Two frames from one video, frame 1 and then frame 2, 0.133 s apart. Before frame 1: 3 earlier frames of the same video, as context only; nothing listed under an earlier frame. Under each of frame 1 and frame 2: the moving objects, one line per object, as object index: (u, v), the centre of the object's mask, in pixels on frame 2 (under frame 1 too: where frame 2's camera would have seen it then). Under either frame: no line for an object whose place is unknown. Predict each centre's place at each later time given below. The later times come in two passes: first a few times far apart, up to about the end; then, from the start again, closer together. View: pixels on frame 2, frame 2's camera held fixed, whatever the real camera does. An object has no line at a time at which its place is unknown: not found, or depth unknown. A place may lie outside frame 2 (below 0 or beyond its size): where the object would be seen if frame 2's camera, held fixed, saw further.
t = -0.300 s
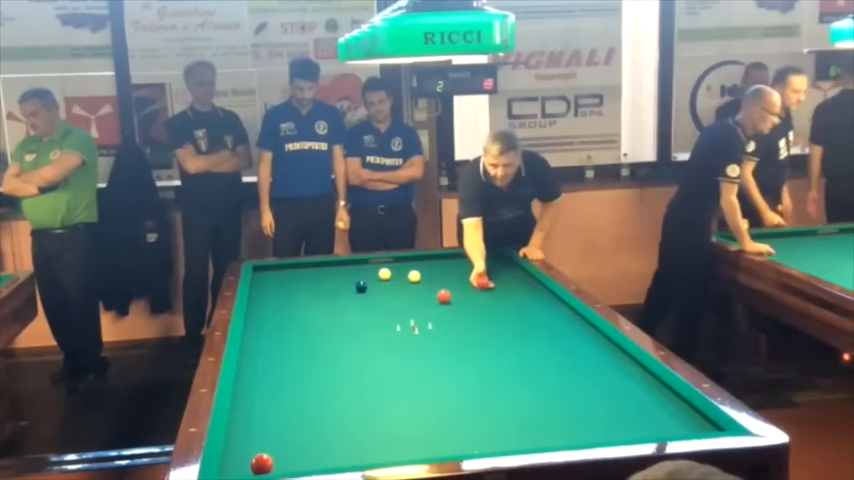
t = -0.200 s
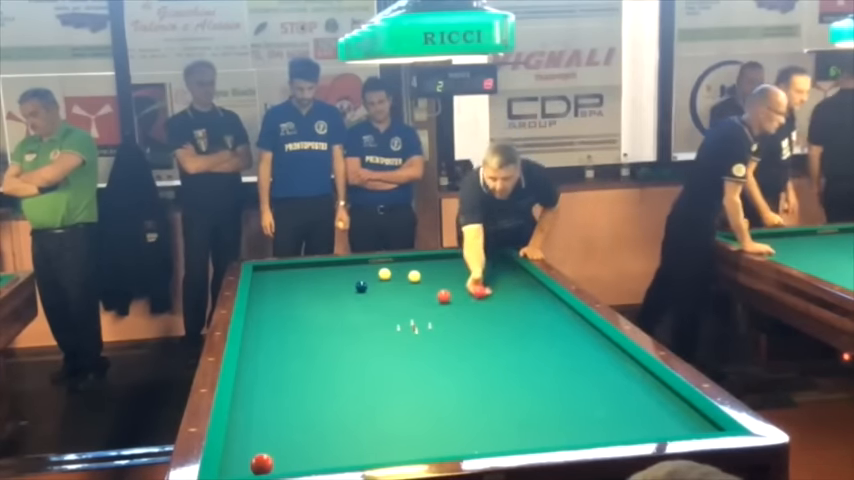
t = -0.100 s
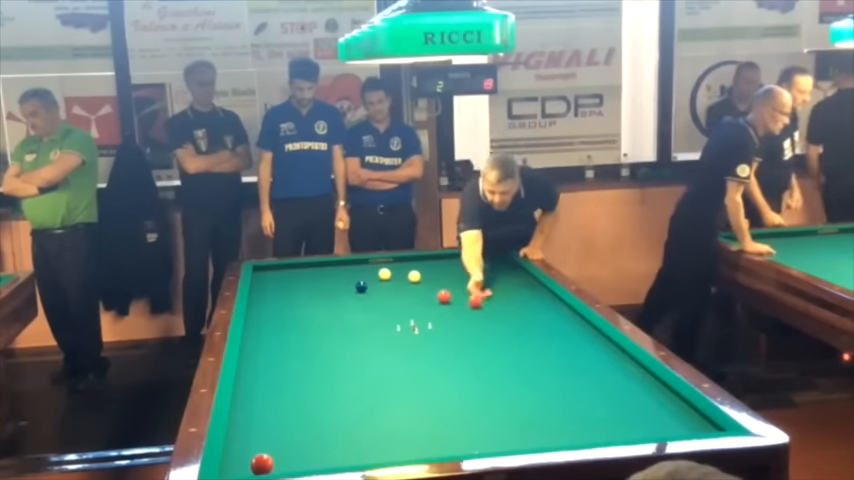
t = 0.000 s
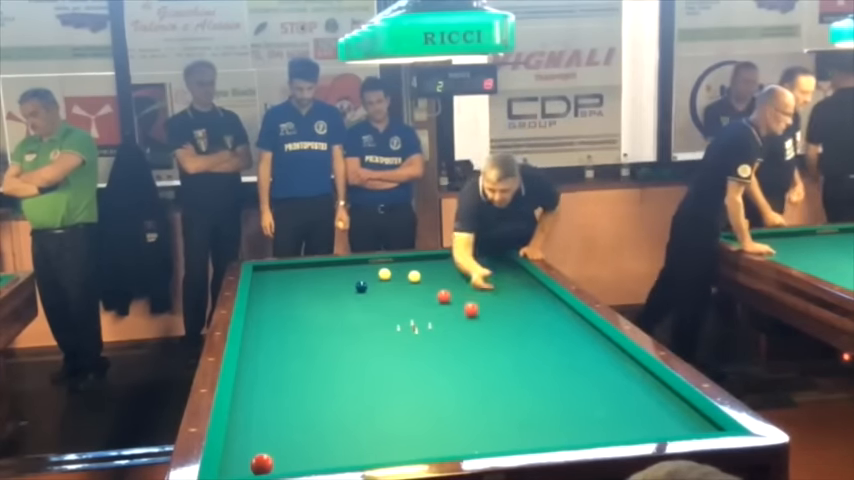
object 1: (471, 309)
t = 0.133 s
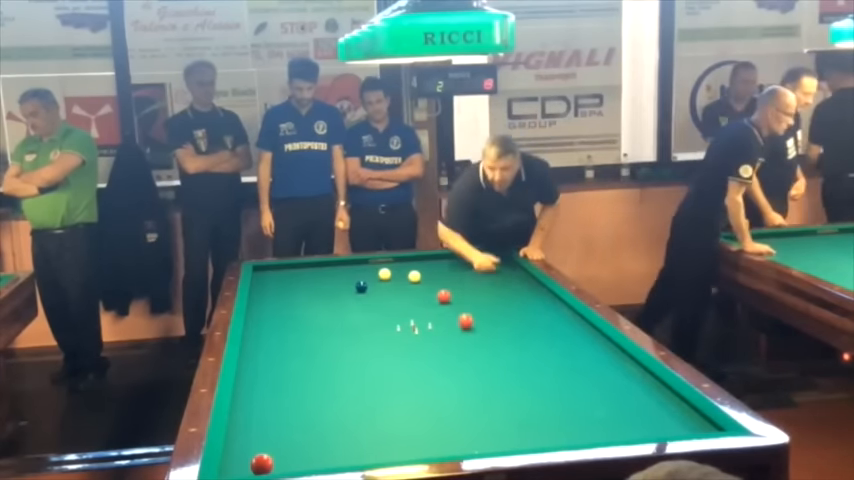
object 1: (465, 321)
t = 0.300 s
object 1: (459, 336)
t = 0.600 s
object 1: (444, 369)
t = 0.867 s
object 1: (429, 404)
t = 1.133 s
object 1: (409, 448)
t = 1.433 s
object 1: (372, 428)
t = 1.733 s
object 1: (340, 406)
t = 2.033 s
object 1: (313, 389)
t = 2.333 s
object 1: (289, 374)
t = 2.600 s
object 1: (269, 362)
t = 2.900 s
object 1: (250, 350)
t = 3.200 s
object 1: (256, 338)
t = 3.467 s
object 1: (265, 328)
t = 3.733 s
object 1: (272, 319)
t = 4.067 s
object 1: (281, 310)
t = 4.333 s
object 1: (287, 303)
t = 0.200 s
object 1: (463, 327)
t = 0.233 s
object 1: (462, 330)
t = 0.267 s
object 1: (460, 333)
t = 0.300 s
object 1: (459, 336)
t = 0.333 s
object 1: (457, 340)
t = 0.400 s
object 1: (454, 346)
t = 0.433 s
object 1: (453, 350)
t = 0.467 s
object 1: (451, 353)
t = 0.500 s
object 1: (450, 357)
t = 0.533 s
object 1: (448, 361)
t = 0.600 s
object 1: (444, 369)
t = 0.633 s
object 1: (443, 373)
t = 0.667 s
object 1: (441, 377)
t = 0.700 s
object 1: (439, 381)
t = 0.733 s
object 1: (437, 385)
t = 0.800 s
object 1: (433, 395)
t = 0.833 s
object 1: (431, 400)
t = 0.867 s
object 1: (429, 404)
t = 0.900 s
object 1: (426, 410)
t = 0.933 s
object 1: (424, 414)
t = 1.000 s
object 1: (419, 426)
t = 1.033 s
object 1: (417, 431)
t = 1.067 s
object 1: (414, 437)
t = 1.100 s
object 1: (412, 443)
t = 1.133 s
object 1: (409, 448)
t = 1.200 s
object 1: (402, 453)
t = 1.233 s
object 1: (398, 451)
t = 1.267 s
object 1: (393, 447)
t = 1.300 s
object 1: (388, 443)
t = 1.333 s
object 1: (384, 439)
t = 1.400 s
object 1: (376, 432)
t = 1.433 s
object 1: (372, 428)
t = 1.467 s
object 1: (368, 425)
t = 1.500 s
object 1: (364, 422)
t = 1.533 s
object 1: (361, 420)
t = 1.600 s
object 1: (354, 415)
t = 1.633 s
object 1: (350, 413)
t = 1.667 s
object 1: (347, 410)
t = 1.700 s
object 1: (343, 408)
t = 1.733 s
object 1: (340, 406)
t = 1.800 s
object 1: (334, 402)
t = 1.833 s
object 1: (330, 400)
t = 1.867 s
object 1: (327, 398)
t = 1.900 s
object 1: (324, 397)
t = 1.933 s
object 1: (321, 395)
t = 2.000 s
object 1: (316, 391)
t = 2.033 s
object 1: (313, 389)
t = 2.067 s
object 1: (310, 387)
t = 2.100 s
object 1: (307, 386)
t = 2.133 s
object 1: (304, 384)
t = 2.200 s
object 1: (299, 380)
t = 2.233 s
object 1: (296, 379)
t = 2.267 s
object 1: (294, 377)
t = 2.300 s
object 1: (291, 376)
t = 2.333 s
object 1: (289, 374)
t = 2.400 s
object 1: (284, 371)
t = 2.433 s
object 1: (281, 369)
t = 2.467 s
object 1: (279, 368)
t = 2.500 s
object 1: (276, 366)
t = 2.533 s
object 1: (274, 365)
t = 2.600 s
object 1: (269, 362)
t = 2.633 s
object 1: (267, 361)
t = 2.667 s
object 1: (265, 359)
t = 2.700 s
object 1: (263, 358)
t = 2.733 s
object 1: (260, 356)
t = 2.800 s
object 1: (256, 354)
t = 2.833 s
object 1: (254, 352)
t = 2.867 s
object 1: (252, 351)
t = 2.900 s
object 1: (250, 350)
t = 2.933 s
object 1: (248, 348)
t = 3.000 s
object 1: (250, 346)
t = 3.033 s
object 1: (251, 344)
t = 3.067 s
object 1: (252, 343)
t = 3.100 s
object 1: (253, 342)
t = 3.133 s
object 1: (254, 340)
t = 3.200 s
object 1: (256, 338)
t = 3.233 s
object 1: (258, 336)
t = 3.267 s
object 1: (259, 335)
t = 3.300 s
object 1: (260, 334)
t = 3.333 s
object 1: (261, 333)
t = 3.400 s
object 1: (263, 331)
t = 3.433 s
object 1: (264, 329)
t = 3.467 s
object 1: (265, 328)
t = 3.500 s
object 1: (266, 327)
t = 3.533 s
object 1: (267, 326)
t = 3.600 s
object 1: (269, 324)
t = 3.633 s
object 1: (270, 323)
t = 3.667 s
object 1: (270, 322)
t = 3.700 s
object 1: (271, 320)
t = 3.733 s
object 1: (272, 319)
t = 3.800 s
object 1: (274, 317)
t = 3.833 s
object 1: (275, 317)
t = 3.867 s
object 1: (276, 315)
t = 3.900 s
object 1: (277, 315)
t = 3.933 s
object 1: (277, 313)
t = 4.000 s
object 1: (279, 312)
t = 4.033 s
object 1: (280, 311)
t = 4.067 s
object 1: (281, 310)
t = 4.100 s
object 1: (282, 309)
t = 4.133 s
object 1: (282, 308)
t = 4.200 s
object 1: (284, 306)
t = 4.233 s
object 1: (285, 305)
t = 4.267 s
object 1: (285, 304)
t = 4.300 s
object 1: (286, 303)
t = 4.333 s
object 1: (287, 303)
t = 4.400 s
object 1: (288, 301)
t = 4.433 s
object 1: (289, 300)
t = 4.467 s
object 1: (290, 299)
